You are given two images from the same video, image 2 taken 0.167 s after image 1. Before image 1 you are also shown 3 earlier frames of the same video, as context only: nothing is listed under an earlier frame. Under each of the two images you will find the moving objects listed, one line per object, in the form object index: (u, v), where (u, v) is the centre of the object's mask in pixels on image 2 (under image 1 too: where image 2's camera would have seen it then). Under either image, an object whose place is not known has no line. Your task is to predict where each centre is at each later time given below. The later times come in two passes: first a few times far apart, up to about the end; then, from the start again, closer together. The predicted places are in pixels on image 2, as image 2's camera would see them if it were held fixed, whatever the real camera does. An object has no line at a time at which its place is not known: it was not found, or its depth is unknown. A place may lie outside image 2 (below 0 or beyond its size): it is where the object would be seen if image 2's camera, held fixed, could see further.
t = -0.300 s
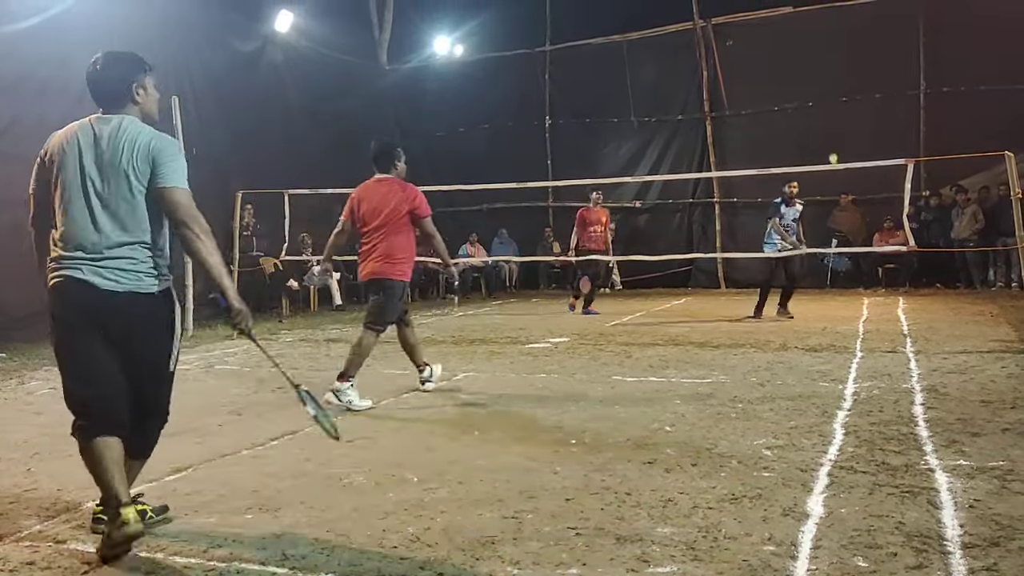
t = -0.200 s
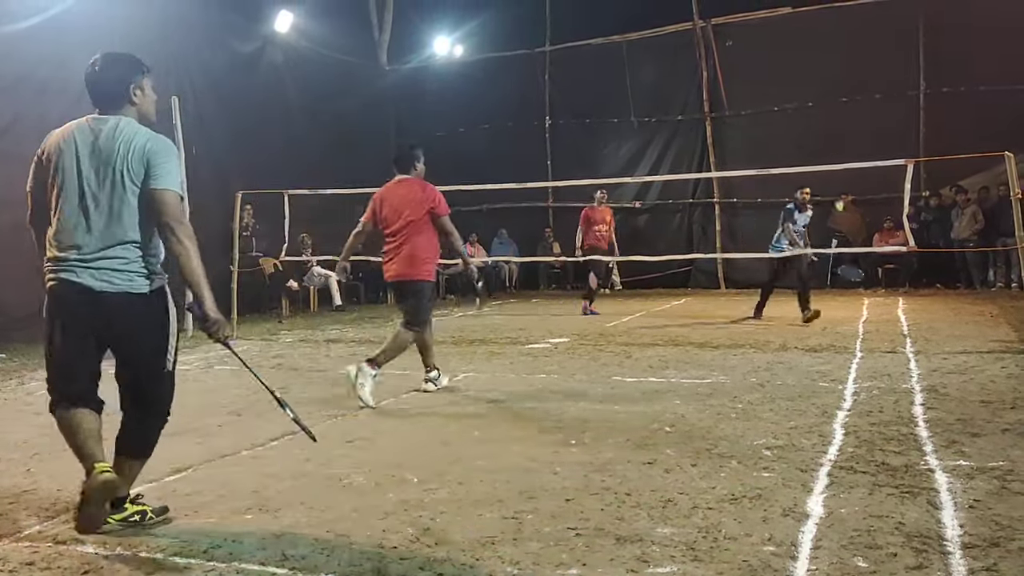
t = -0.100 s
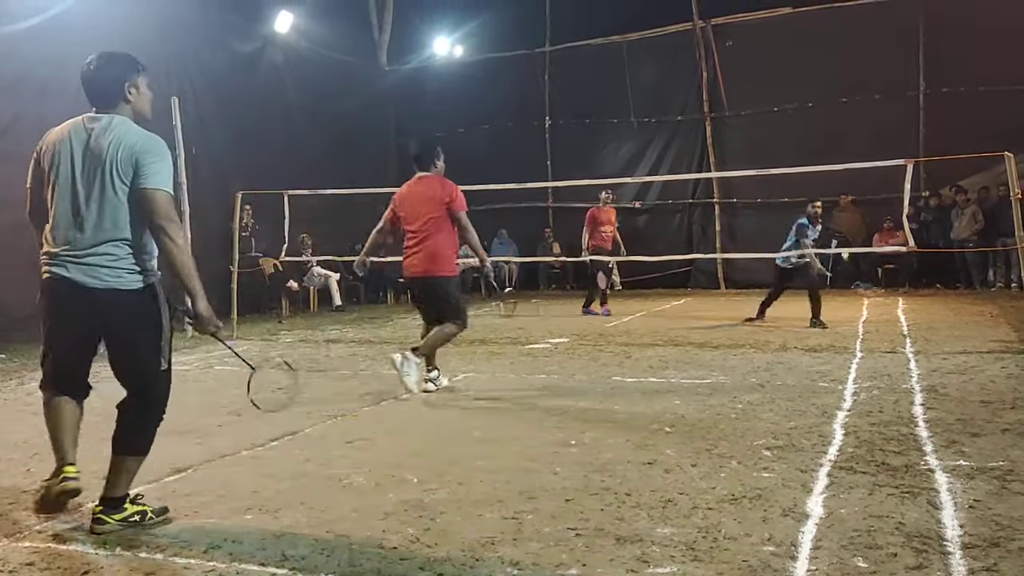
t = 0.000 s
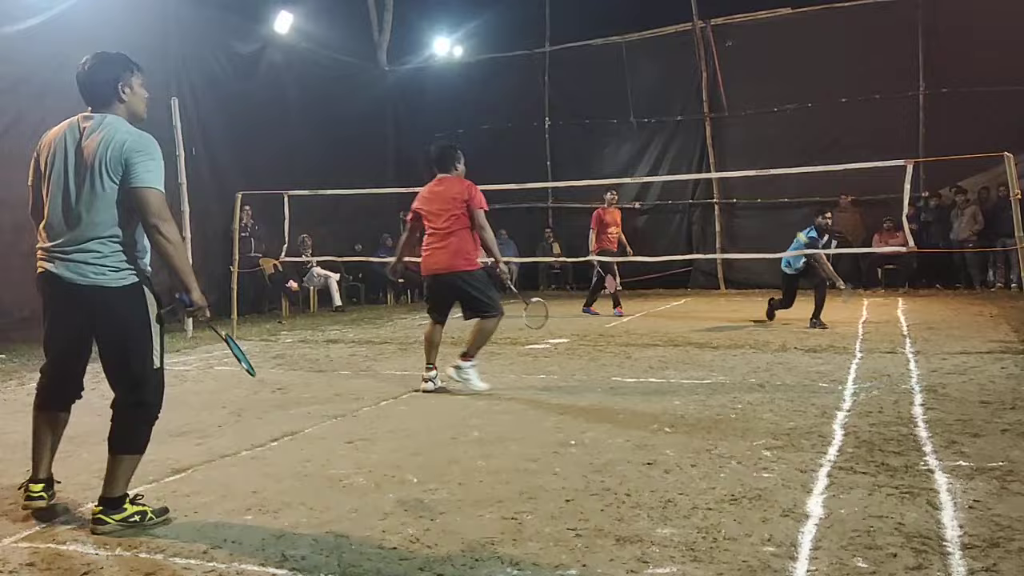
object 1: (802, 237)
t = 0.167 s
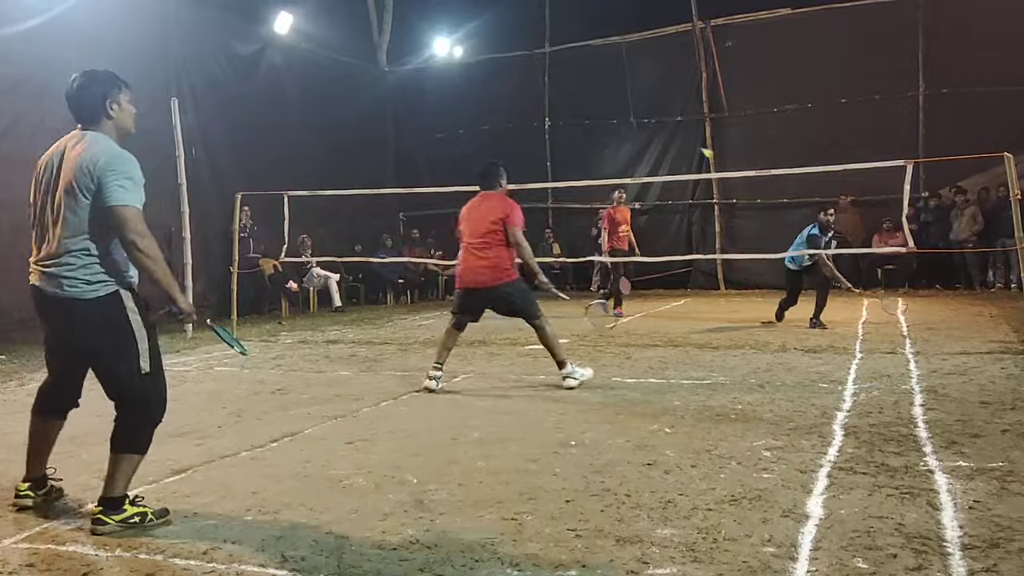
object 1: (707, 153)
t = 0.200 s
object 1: (689, 140)
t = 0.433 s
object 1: (582, 98)
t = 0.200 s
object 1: (689, 140)
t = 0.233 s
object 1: (672, 131)
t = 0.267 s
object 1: (656, 123)
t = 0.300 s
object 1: (640, 116)
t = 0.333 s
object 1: (625, 110)
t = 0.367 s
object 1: (610, 104)
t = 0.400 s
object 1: (595, 101)
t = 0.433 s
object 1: (582, 98)
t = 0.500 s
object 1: (555, 97)
